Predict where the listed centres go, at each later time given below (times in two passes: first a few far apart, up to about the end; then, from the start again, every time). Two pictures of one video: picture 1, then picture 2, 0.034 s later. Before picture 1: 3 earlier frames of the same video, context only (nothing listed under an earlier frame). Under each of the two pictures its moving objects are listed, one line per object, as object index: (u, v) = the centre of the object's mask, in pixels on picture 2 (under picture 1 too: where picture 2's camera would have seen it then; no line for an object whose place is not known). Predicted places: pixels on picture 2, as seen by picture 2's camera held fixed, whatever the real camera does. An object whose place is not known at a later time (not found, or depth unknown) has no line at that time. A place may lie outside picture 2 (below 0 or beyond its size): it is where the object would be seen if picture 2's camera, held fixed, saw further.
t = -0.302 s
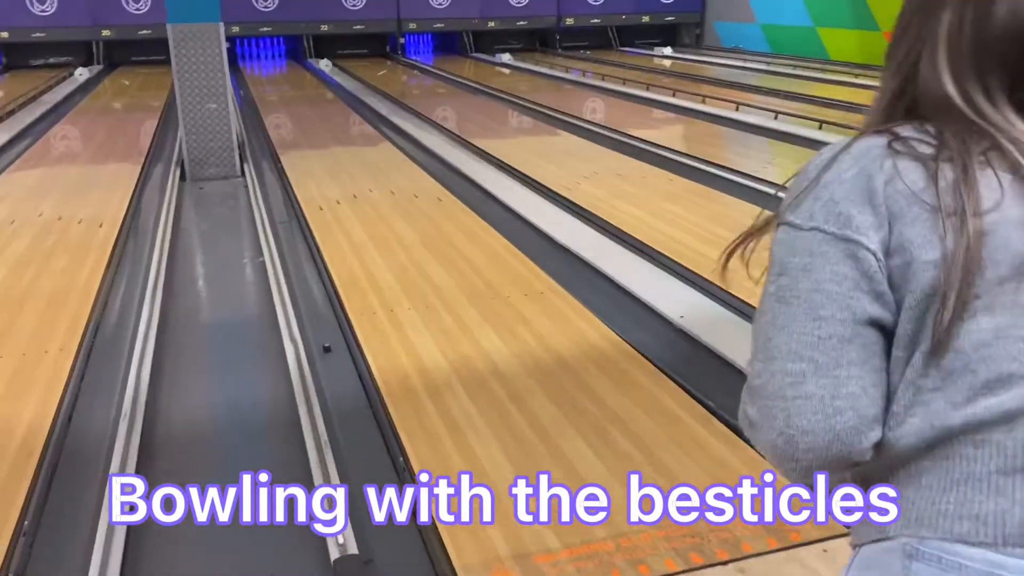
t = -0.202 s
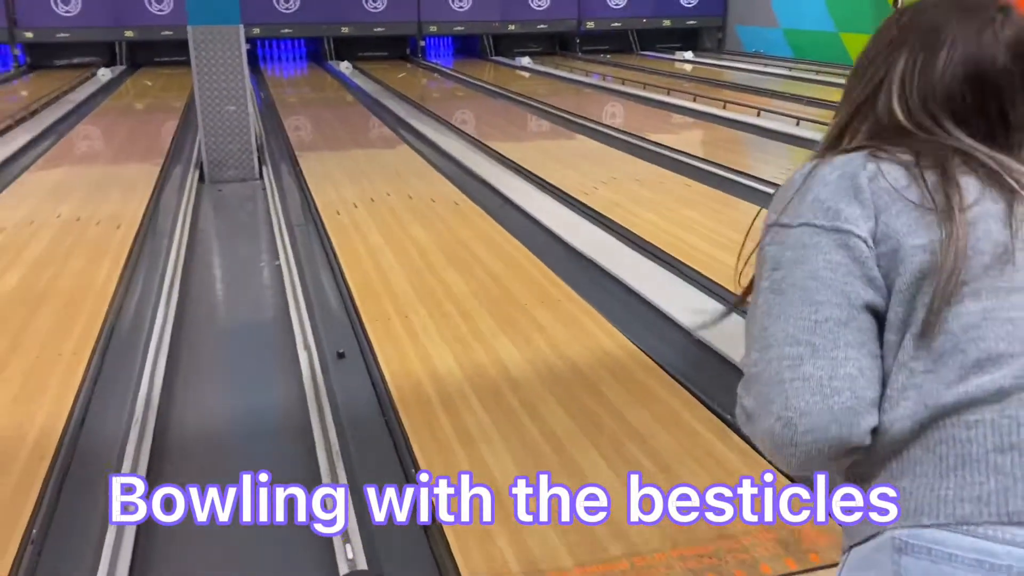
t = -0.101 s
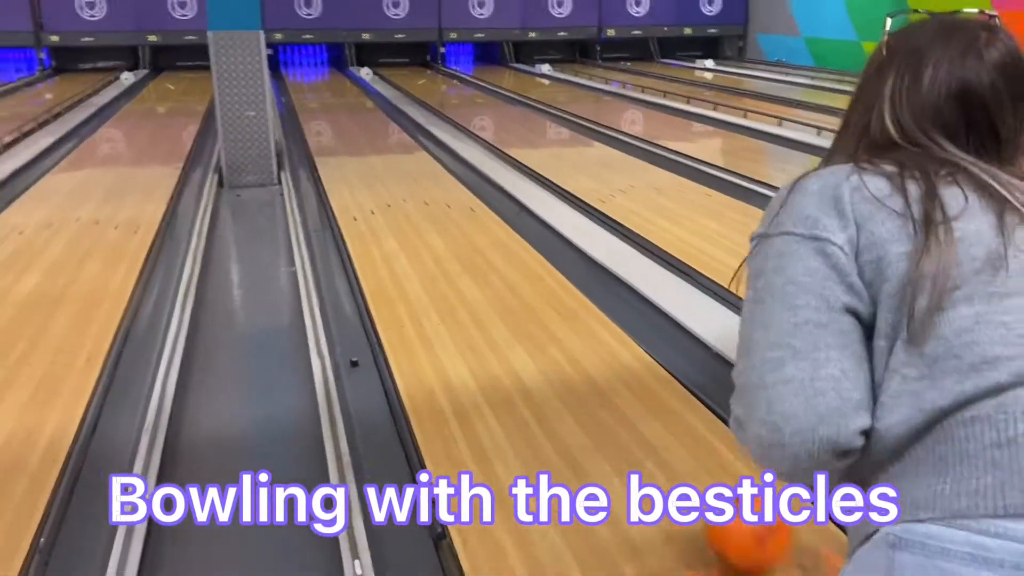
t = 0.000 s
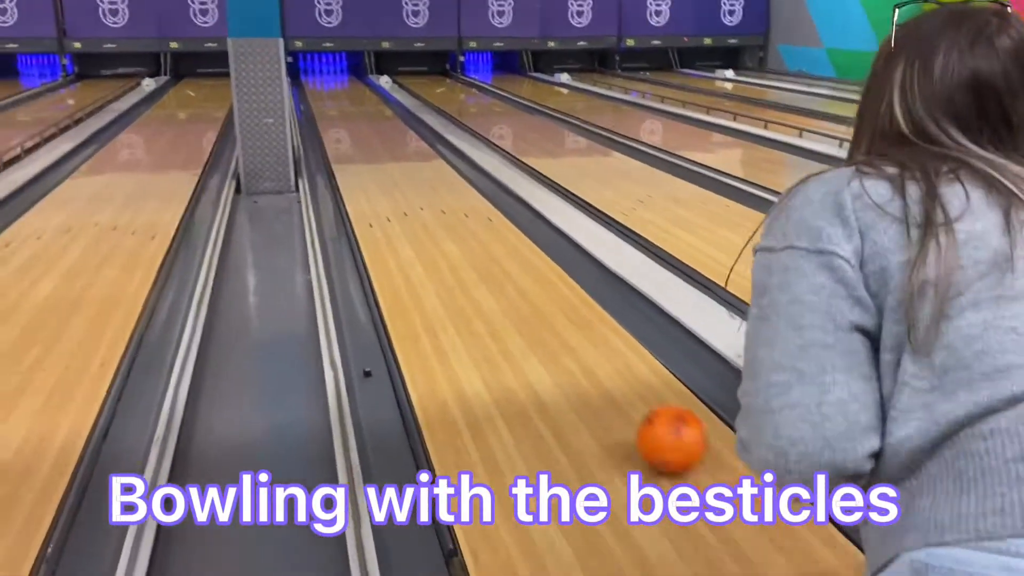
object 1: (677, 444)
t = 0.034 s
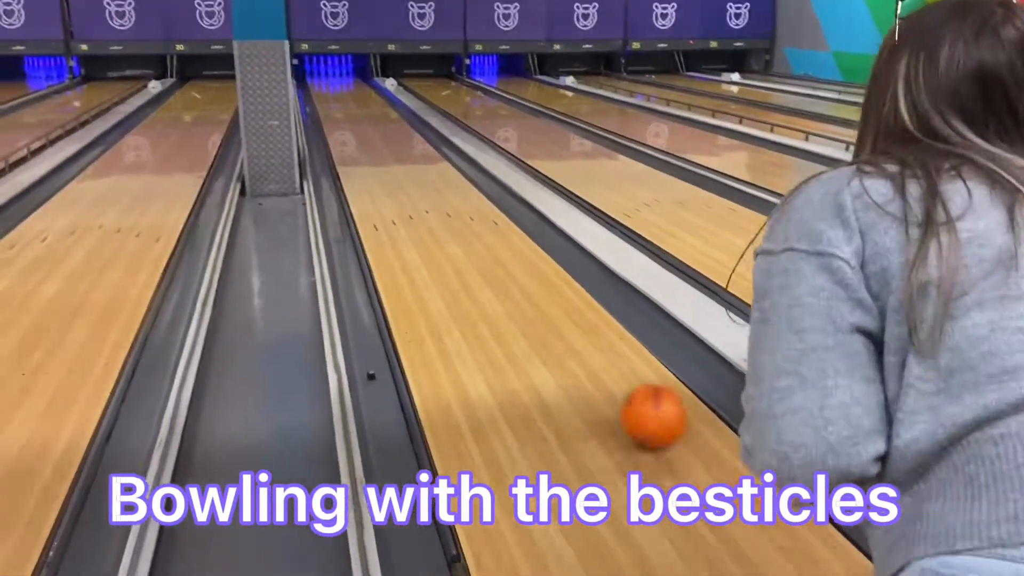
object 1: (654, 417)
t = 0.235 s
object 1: (559, 307)
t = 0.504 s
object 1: (494, 234)
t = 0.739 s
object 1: (462, 197)
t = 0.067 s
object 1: (633, 392)
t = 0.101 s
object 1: (614, 371)
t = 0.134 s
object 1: (598, 352)
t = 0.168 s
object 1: (584, 335)
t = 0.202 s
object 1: (571, 320)
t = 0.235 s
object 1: (559, 307)
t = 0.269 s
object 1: (548, 294)
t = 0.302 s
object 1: (538, 283)
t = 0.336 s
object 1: (529, 272)
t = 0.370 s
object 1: (521, 264)
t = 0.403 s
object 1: (513, 255)
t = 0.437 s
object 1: (506, 247)
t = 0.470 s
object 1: (500, 240)
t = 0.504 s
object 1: (494, 234)
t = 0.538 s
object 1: (488, 228)
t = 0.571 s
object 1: (483, 222)
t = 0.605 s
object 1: (478, 216)
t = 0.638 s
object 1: (473, 210)
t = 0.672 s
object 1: (469, 206)
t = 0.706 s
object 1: (465, 201)
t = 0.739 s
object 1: (462, 197)
